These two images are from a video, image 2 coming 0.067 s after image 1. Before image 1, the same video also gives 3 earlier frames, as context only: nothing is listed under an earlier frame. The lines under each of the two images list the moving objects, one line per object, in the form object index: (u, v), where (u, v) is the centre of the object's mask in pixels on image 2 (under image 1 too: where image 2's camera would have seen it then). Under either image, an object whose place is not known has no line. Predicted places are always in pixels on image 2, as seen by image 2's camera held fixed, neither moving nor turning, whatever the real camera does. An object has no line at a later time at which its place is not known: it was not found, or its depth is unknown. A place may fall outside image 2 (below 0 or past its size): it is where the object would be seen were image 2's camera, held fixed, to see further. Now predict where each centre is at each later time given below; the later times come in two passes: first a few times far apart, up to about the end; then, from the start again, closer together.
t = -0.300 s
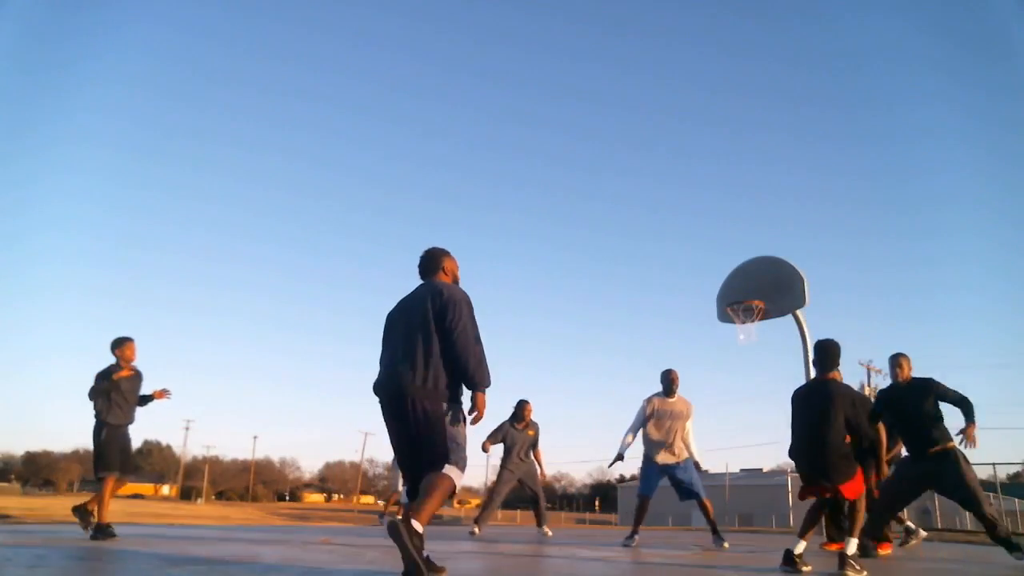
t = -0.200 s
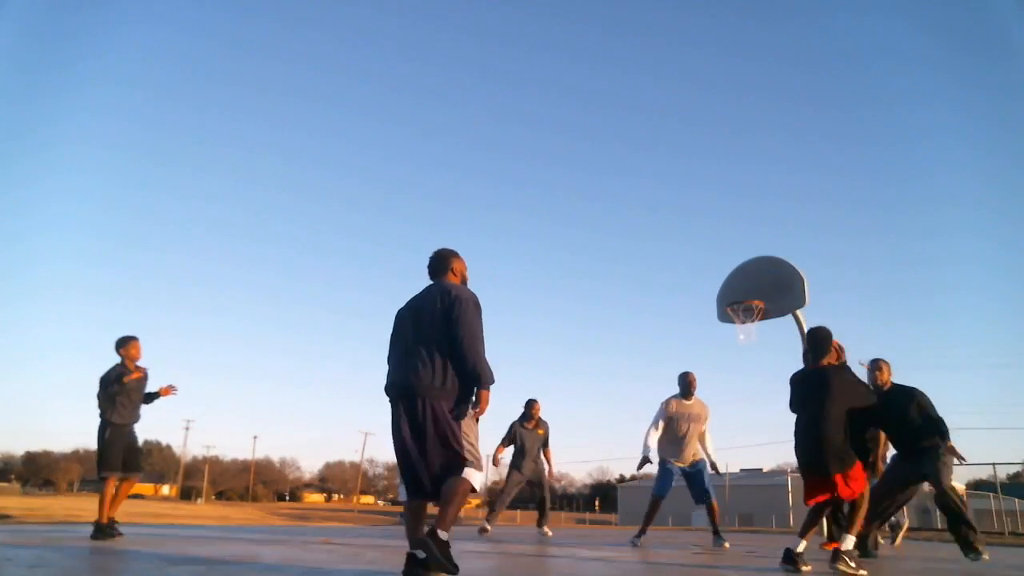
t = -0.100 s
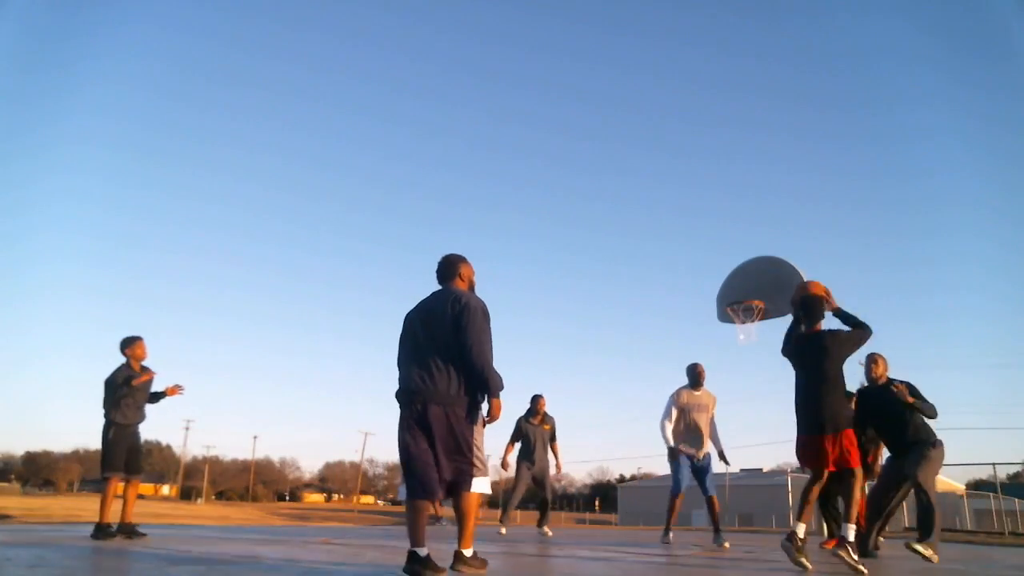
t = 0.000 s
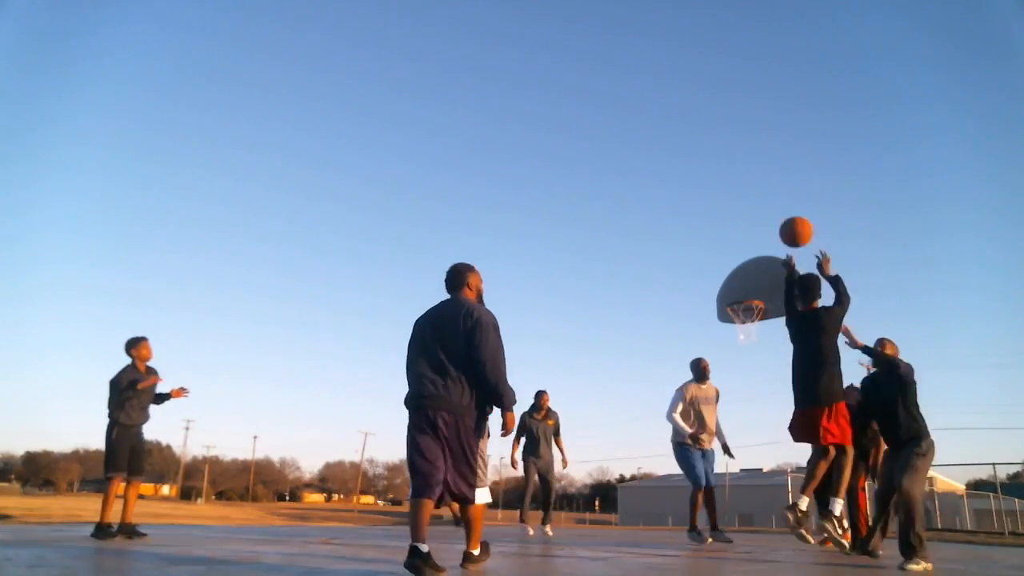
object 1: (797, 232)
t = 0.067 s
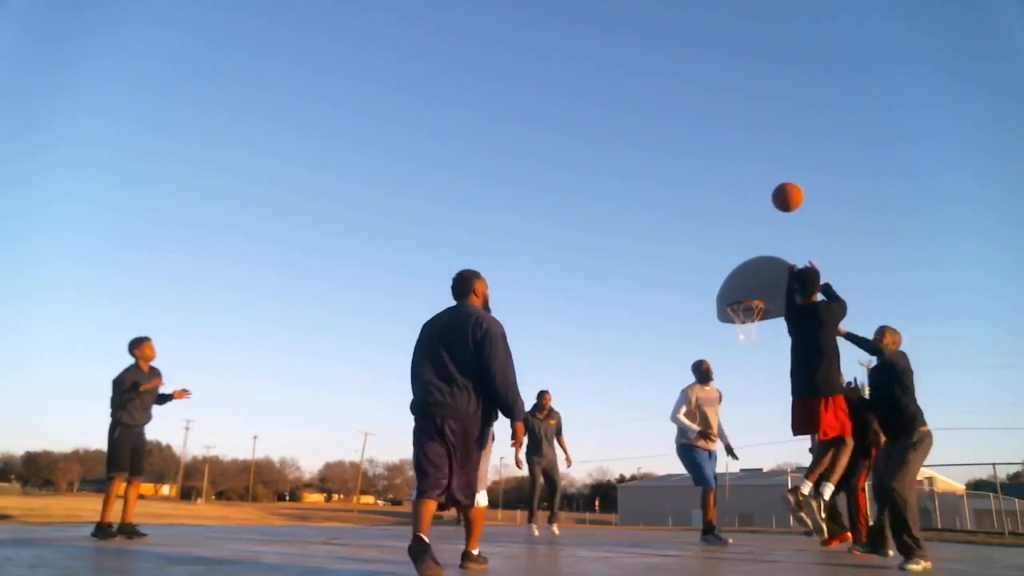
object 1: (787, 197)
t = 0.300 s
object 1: (765, 133)
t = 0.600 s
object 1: (748, 137)
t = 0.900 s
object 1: (738, 204)
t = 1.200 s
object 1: (729, 284)
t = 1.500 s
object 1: (703, 266)
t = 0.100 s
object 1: (784, 183)
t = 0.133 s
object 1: (780, 171)
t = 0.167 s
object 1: (776, 160)
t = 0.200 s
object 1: (773, 151)
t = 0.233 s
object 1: (770, 143)
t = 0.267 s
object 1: (768, 137)
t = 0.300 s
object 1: (765, 133)
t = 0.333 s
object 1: (762, 129)
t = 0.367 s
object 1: (761, 126)
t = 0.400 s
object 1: (758, 125)
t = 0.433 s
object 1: (756, 125)
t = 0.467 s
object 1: (754, 125)
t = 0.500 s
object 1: (753, 127)
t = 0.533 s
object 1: (751, 130)
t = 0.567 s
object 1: (749, 133)
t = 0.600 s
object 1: (748, 137)
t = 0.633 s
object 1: (747, 141)
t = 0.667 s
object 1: (745, 147)
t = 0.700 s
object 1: (745, 153)
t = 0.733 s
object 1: (744, 160)
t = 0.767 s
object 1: (742, 167)
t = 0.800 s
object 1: (742, 175)
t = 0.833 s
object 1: (740, 184)
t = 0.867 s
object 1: (739, 194)
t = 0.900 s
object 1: (738, 204)
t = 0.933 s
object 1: (738, 215)
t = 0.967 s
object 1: (737, 227)
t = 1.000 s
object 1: (736, 239)
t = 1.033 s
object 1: (735, 252)
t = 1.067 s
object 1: (735, 266)
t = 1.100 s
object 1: (735, 279)
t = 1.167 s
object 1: (733, 290)
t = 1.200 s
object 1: (729, 284)
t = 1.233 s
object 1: (726, 279)
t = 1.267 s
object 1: (723, 275)
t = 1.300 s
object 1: (719, 271)
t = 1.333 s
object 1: (716, 268)
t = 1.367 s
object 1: (714, 266)
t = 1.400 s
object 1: (711, 265)
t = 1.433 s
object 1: (709, 265)
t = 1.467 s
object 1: (705, 265)
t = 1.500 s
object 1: (703, 266)
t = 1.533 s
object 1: (700, 267)
